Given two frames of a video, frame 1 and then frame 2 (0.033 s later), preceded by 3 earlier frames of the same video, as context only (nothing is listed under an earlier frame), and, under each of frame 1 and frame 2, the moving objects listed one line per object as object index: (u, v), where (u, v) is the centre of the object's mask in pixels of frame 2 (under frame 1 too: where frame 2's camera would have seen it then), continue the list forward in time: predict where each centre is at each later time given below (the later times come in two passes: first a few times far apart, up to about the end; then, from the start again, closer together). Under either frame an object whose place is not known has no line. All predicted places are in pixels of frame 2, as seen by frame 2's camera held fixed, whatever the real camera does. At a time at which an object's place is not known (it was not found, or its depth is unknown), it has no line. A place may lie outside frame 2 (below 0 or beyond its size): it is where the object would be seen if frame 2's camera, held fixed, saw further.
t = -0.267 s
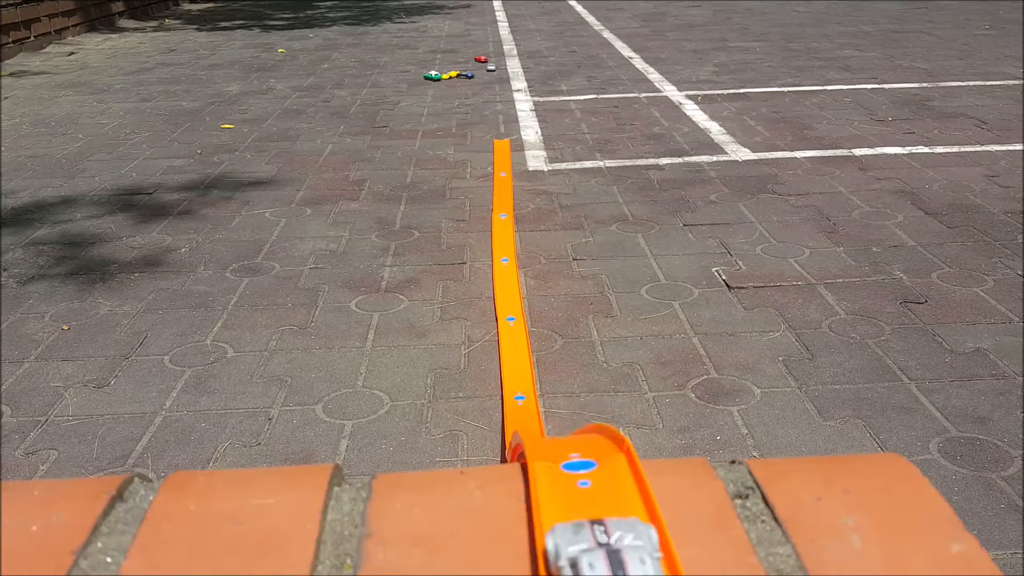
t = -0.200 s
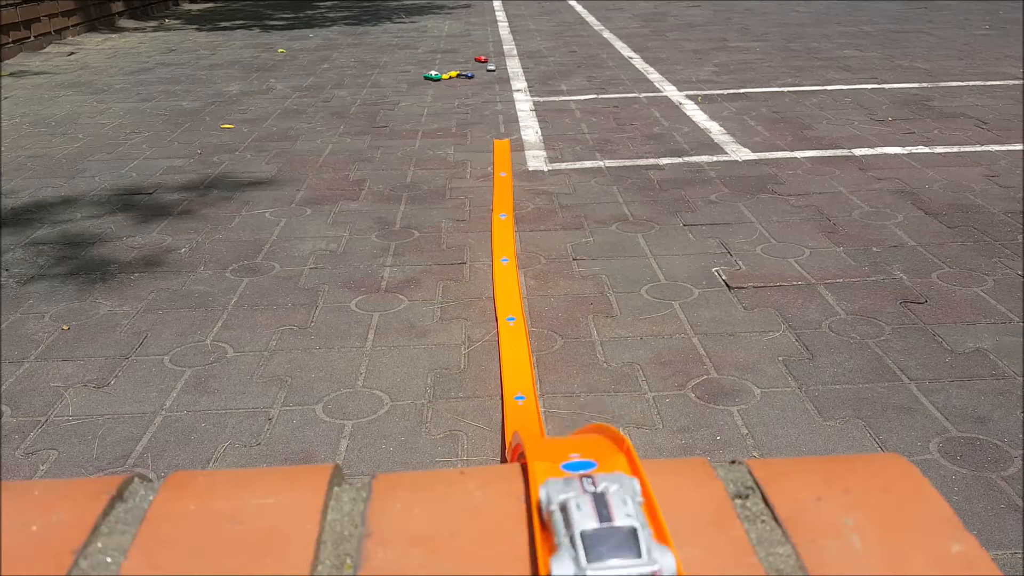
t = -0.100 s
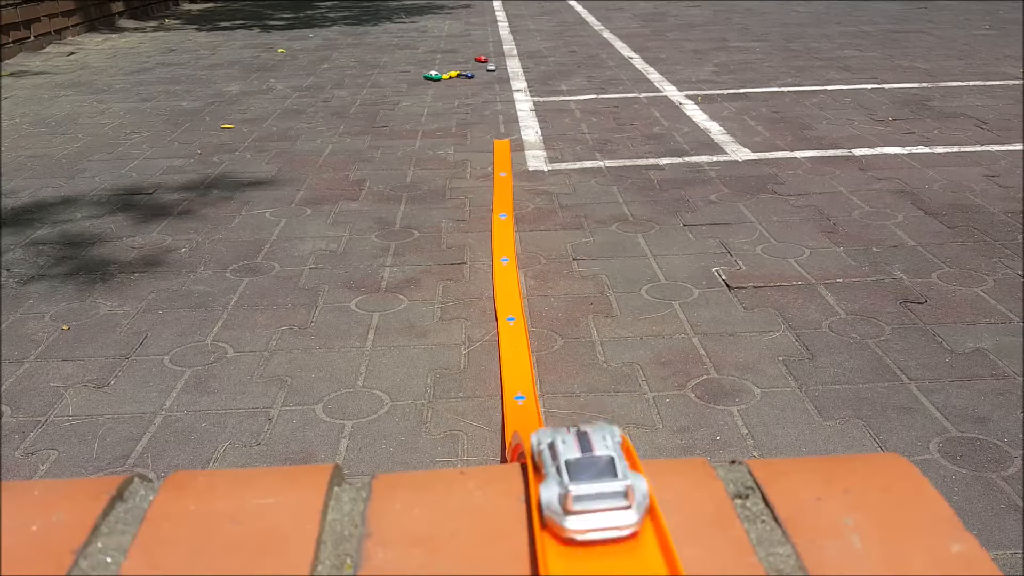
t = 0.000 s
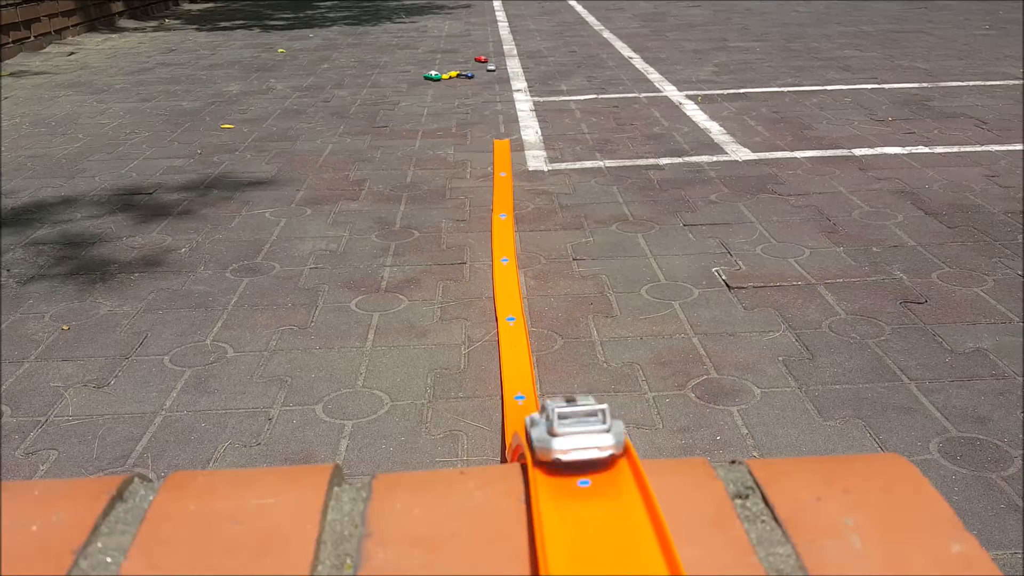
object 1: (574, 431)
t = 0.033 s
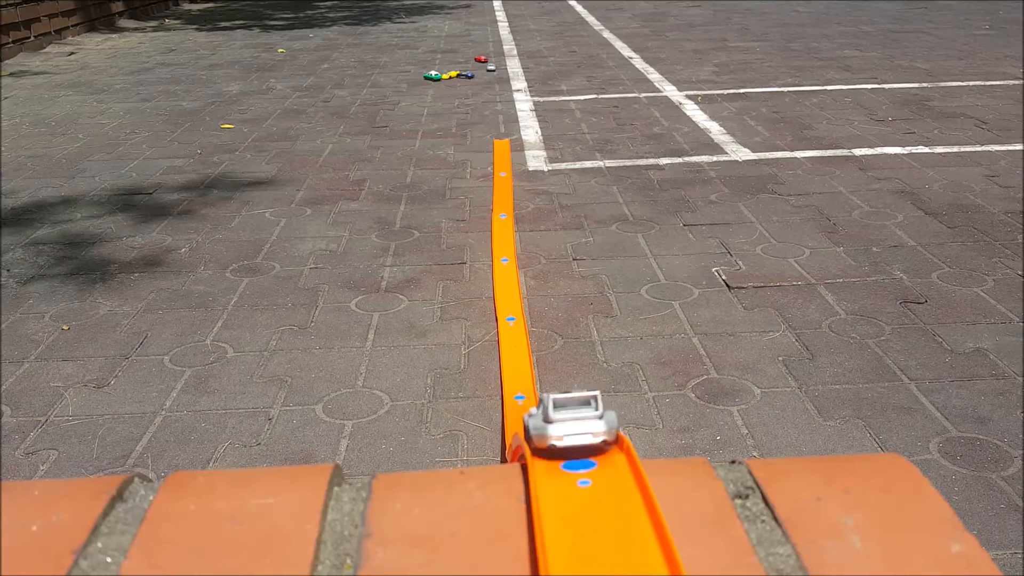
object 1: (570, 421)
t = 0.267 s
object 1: (540, 437)
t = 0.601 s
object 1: (510, 307)
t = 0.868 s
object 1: (502, 202)
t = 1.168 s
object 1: (501, 141)
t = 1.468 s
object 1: (481, 108)
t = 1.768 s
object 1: (432, 91)
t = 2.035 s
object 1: (415, 83)
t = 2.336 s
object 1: (410, 79)
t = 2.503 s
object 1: (409, 79)
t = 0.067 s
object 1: (566, 418)
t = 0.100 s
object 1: (561, 418)
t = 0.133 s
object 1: (556, 417)
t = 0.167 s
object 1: (552, 420)
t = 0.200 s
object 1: (548, 425)
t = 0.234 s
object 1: (545, 431)
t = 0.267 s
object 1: (540, 437)
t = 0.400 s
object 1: (524, 437)
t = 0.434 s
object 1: (523, 425)
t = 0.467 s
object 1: (520, 400)
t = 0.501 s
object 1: (517, 374)
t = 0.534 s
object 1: (515, 349)
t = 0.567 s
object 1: (512, 327)
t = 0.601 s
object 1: (510, 307)
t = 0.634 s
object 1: (507, 290)
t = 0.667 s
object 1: (505, 274)
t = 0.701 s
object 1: (504, 259)
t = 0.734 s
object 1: (503, 245)
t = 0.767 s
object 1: (503, 233)
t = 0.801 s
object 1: (502, 222)
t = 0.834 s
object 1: (502, 211)
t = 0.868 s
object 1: (502, 202)
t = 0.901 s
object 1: (502, 194)
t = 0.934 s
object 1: (503, 186)
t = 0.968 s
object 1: (502, 178)
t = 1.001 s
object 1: (502, 172)
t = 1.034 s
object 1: (502, 165)
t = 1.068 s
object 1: (502, 159)
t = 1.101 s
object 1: (502, 152)
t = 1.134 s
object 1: (501, 147)
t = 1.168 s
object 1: (501, 141)
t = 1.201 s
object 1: (501, 136)
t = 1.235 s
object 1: (501, 133)
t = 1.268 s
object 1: (499, 128)
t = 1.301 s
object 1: (497, 124)
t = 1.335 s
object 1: (495, 121)
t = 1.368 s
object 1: (493, 117)
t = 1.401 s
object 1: (490, 113)
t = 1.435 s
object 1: (485, 110)
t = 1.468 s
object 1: (481, 108)
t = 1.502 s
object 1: (475, 105)
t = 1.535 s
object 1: (469, 103)
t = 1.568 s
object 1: (464, 101)
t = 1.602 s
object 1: (457, 100)
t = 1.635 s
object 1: (451, 98)
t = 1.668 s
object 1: (446, 96)
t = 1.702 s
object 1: (441, 94)
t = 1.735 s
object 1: (436, 93)
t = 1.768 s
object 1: (432, 91)
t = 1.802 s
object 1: (429, 90)
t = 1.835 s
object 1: (426, 89)
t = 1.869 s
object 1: (424, 88)
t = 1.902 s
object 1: (421, 87)
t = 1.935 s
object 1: (420, 86)
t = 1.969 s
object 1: (418, 85)
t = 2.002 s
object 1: (417, 84)
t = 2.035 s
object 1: (415, 83)
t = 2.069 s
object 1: (413, 82)
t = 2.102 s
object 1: (412, 81)
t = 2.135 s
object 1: (412, 81)
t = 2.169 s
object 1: (411, 81)
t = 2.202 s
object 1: (411, 81)
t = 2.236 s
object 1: (410, 81)
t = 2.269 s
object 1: (410, 80)
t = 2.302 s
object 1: (410, 80)
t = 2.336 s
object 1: (410, 79)
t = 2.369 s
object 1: (409, 79)
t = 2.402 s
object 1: (409, 79)
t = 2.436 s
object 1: (409, 79)
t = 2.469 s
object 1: (409, 78)
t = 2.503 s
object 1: (409, 79)
